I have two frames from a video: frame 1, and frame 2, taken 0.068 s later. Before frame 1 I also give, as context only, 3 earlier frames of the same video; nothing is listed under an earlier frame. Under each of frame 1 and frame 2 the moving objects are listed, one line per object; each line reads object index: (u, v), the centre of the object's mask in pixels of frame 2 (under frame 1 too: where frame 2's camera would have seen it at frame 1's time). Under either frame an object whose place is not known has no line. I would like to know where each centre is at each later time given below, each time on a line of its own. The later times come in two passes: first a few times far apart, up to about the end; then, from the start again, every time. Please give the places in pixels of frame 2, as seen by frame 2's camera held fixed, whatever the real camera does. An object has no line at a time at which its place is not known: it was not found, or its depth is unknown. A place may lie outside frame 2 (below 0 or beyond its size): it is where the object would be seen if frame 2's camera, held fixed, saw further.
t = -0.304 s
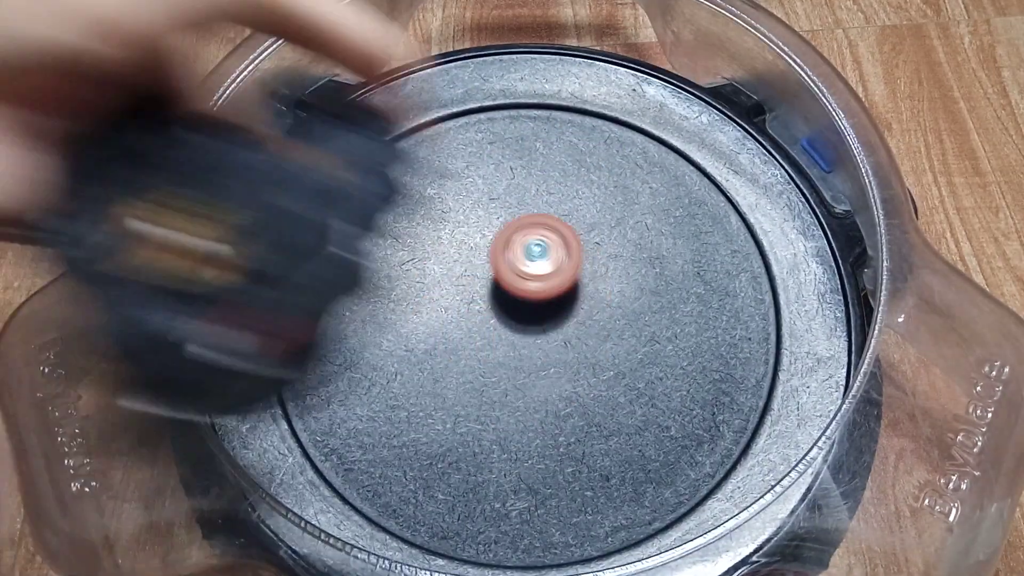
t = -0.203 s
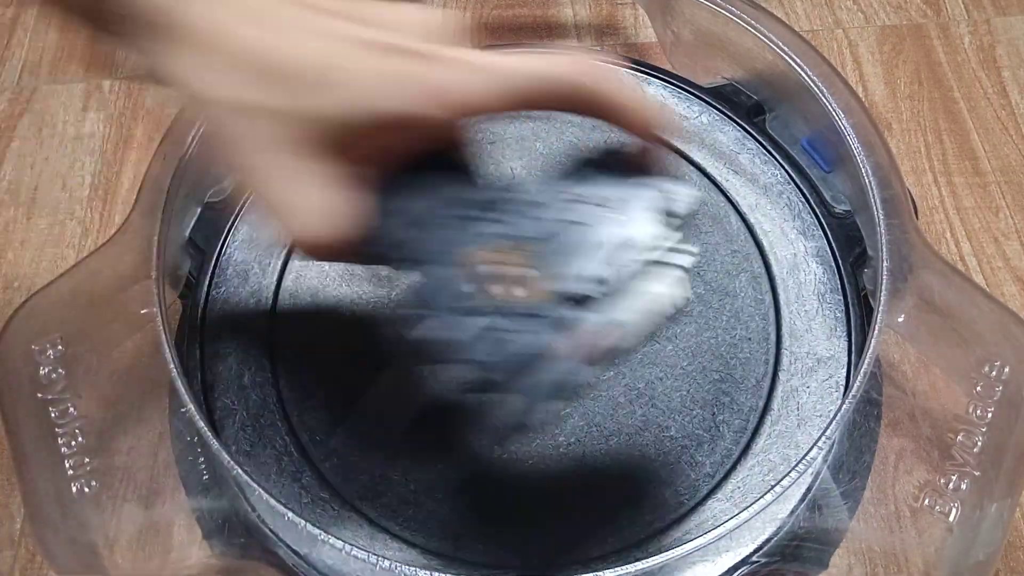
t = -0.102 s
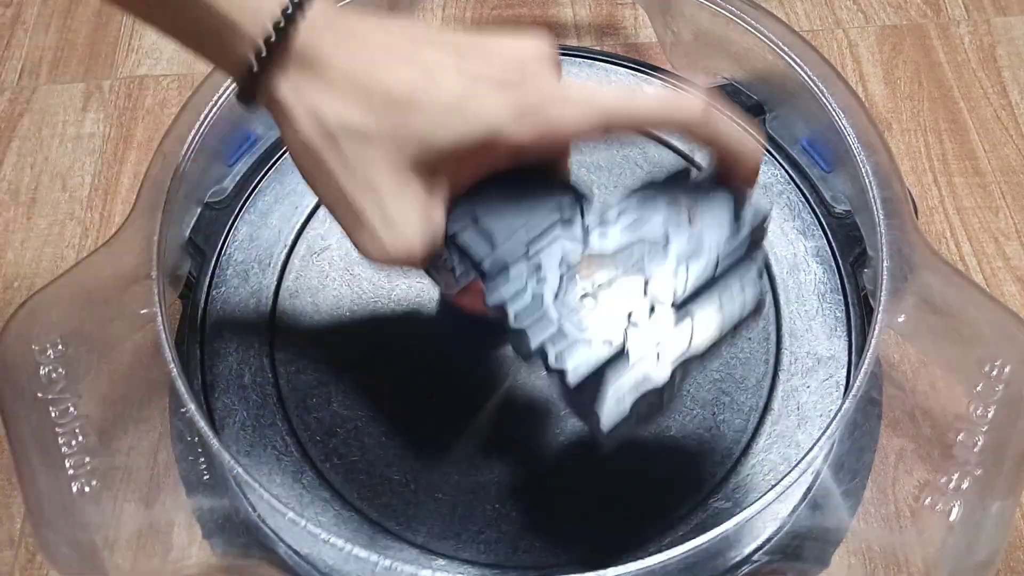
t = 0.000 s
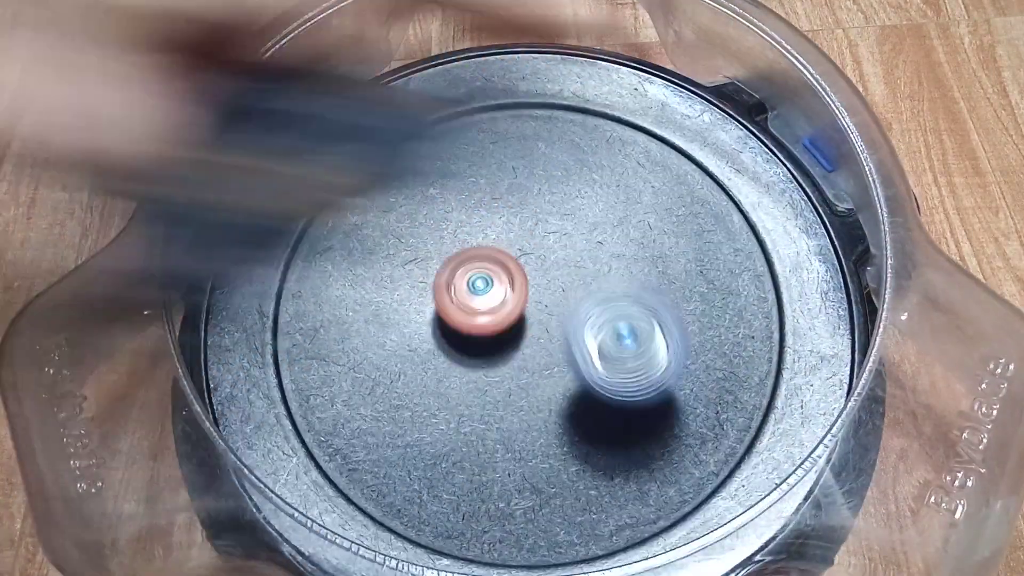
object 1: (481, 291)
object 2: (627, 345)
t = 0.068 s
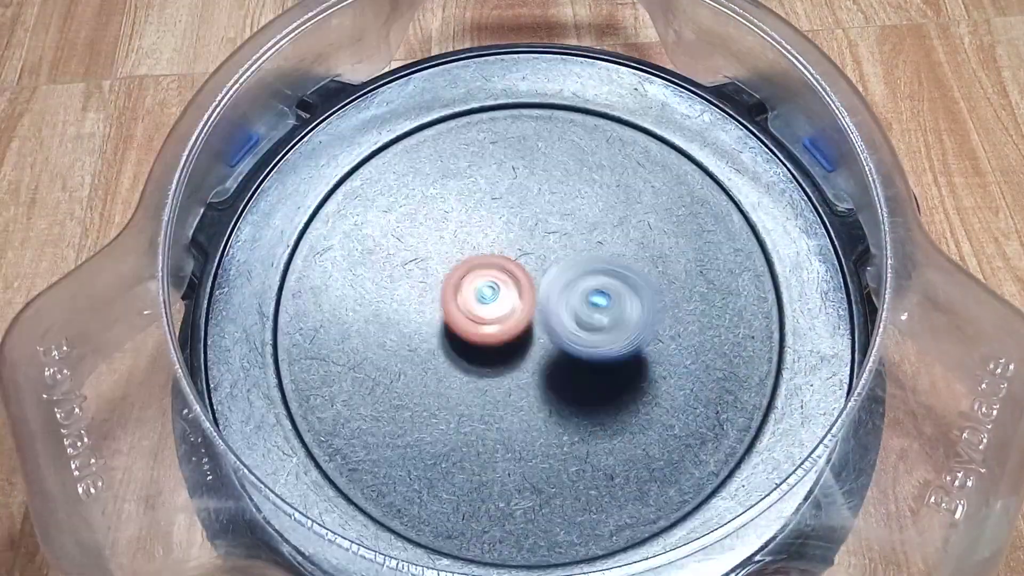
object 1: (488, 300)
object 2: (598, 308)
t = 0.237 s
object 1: (251, 269)
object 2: (780, 262)
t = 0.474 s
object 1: (341, 338)
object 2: (803, 283)
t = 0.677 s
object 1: (550, 355)
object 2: (694, 360)
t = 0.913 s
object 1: (406, 278)
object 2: (703, 405)
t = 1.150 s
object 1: (439, 285)
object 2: (571, 280)
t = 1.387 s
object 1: (531, 308)
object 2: (534, 139)
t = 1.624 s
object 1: (551, 300)
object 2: (577, 154)
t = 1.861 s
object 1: (483, 317)
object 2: (597, 222)
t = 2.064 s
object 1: (474, 334)
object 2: (534, 181)
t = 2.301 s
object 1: (539, 325)
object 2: (532, 163)
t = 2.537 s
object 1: (576, 292)
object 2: (477, 242)
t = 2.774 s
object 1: (556, 278)
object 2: (355, 243)
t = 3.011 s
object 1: (529, 277)
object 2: (434, 179)
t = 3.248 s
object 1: (693, 451)
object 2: (514, 238)
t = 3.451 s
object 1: (700, 410)
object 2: (451, 379)
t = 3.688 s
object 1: (554, 279)
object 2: (301, 308)
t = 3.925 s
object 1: (488, 296)
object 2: (452, 170)
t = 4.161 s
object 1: (488, 367)
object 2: (605, 275)
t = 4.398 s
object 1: (479, 357)
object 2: (547, 456)
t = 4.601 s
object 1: (471, 312)
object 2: (394, 415)
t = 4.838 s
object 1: (583, 219)
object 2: (390, 251)
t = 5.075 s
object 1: (640, 96)
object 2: (518, 286)
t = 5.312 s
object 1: (614, 136)
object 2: (474, 405)
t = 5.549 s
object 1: (517, 320)
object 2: (390, 397)
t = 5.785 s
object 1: (591, 395)
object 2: (458, 303)
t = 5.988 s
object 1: (688, 336)
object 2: (581, 298)
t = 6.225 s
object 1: (740, 269)
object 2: (608, 306)
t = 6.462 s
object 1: (624, 235)
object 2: (532, 328)
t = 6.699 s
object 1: (558, 276)
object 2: (426, 255)
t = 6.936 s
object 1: (504, 372)
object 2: (492, 200)
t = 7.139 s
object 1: (488, 417)
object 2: (552, 298)
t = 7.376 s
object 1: (390, 483)
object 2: (635, 286)
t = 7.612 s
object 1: (412, 369)
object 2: (652, 338)
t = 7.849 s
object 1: (434, 241)
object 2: (534, 294)
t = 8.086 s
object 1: (391, 136)
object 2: (534, 213)
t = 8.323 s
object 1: (466, 217)
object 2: (551, 264)
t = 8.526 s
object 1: (525, 244)
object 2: (571, 371)
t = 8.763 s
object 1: (650, 240)
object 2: (498, 444)
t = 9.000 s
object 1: (695, 224)
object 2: (466, 343)
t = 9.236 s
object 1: (615, 257)
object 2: (513, 245)
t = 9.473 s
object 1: (557, 382)
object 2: (501, 180)
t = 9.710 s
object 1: (485, 440)
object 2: (529, 233)
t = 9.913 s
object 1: (468, 409)
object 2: (489, 311)
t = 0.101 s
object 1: (488, 304)
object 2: (589, 306)
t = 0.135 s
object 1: (426, 296)
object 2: (648, 296)
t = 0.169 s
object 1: (353, 290)
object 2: (702, 286)
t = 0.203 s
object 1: (293, 281)
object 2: (749, 273)
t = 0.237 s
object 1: (251, 269)
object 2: (780, 262)
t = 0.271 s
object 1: (228, 265)
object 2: (798, 255)
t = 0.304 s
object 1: (222, 274)
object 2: (806, 258)
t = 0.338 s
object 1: (235, 285)
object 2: (811, 258)
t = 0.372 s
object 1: (253, 297)
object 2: (816, 262)
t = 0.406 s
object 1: (278, 311)
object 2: (814, 270)
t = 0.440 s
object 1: (308, 325)
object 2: (810, 277)
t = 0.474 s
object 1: (341, 338)
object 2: (803, 283)
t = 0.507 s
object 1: (377, 349)
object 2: (795, 292)
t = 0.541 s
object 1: (413, 356)
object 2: (786, 304)
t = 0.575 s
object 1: (452, 361)
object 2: (773, 319)
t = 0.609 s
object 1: (487, 362)
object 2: (749, 332)
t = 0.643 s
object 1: (520, 360)
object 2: (724, 346)
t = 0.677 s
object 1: (550, 355)
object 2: (694, 360)
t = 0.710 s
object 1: (558, 347)
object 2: (687, 369)
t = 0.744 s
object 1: (523, 334)
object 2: (710, 376)
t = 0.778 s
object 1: (493, 321)
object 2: (720, 381)
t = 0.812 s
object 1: (467, 308)
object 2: (725, 387)
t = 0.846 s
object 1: (442, 296)
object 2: (724, 395)
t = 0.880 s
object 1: (421, 286)
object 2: (717, 401)
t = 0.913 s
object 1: (406, 278)
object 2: (703, 405)
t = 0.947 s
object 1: (396, 273)
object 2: (686, 405)
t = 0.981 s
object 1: (392, 269)
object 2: (664, 398)
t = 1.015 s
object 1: (394, 268)
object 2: (642, 386)
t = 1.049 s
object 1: (402, 270)
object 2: (621, 364)
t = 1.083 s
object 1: (413, 273)
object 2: (602, 338)
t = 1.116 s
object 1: (426, 278)
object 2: (586, 309)
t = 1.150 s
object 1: (439, 285)
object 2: (571, 280)
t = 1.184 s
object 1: (454, 291)
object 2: (560, 252)
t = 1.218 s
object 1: (470, 298)
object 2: (552, 225)
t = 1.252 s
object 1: (483, 303)
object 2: (545, 199)
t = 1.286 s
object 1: (497, 307)
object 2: (539, 178)
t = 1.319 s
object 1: (509, 309)
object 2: (536, 161)
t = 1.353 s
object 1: (520, 309)
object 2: (533, 149)
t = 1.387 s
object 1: (531, 308)
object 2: (534, 139)
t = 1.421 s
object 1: (540, 307)
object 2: (535, 132)
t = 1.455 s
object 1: (545, 305)
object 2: (538, 129)
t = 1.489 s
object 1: (549, 305)
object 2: (543, 129)
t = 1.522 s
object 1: (552, 306)
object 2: (549, 132)
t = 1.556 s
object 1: (553, 305)
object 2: (557, 138)
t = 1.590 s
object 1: (553, 303)
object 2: (567, 147)
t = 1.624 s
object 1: (551, 300)
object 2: (577, 154)
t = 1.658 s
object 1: (548, 297)
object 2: (587, 169)
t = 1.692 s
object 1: (543, 295)
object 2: (594, 183)
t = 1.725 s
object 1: (537, 295)
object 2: (597, 200)
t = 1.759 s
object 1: (529, 293)
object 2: (599, 213)
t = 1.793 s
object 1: (518, 295)
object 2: (600, 225)
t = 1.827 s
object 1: (499, 307)
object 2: (600, 224)
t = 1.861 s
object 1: (483, 317)
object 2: (597, 222)
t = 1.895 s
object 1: (471, 324)
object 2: (588, 217)
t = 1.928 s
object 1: (463, 329)
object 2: (576, 210)
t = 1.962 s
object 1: (459, 332)
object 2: (562, 202)
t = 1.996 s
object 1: (460, 334)
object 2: (550, 193)
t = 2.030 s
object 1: (466, 334)
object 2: (540, 185)
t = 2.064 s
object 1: (474, 334)
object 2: (534, 181)
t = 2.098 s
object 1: (484, 334)
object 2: (529, 173)
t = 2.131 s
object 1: (494, 334)
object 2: (528, 168)
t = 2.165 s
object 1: (504, 334)
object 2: (528, 164)
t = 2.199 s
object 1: (513, 333)
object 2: (529, 160)
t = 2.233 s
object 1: (522, 331)
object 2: (530, 158)
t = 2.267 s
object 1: (530, 328)
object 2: (532, 159)
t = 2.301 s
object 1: (539, 325)
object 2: (532, 163)
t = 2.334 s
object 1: (546, 321)
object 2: (531, 170)
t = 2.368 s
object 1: (552, 318)
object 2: (528, 179)
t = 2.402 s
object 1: (559, 313)
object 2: (522, 192)
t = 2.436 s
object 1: (564, 308)
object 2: (514, 205)
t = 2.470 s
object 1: (568, 303)
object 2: (503, 218)
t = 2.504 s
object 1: (572, 297)
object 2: (490, 232)
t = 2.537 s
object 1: (576, 292)
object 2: (477, 242)
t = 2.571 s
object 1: (578, 287)
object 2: (462, 252)
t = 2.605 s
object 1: (577, 283)
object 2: (444, 259)
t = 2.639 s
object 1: (574, 281)
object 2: (425, 263)
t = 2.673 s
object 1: (570, 279)
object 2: (404, 264)
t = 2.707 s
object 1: (565, 279)
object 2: (385, 261)
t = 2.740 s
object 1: (560, 278)
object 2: (368, 253)
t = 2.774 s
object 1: (556, 278)
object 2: (355, 243)
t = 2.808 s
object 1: (551, 278)
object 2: (345, 229)
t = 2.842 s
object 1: (546, 278)
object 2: (343, 214)
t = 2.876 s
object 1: (542, 278)
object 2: (347, 201)
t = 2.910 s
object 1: (538, 278)
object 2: (360, 188)
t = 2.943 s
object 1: (535, 278)
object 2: (380, 180)
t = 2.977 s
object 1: (532, 278)
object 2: (406, 178)
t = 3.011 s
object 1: (529, 277)
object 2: (434, 179)
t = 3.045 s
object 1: (528, 277)
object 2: (461, 194)
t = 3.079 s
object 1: (550, 304)
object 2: (475, 196)
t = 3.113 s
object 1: (586, 345)
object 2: (476, 189)
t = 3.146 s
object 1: (619, 381)
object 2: (483, 189)
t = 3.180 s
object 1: (649, 411)
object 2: (493, 198)
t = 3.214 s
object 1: (674, 435)
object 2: (504, 217)
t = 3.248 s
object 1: (693, 451)
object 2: (514, 238)
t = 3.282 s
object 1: (708, 459)
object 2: (517, 262)
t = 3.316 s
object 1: (719, 459)
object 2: (516, 289)
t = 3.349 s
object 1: (724, 452)
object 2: (508, 315)
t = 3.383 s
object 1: (721, 441)
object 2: (492, 341)
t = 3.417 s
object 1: (712, 427)
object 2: (474, 363)
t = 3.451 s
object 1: (700, 410)
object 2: (451, 379)
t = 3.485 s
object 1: (684, 392)
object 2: (425, 390)
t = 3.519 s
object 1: (665, 372)
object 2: (397, 393)
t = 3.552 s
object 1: (645, 352)
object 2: (369, 391)
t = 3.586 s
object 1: (623, 332)
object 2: (341, 379)
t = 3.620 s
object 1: (600, 313)
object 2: (321, 361)
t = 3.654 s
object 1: (576, 296)
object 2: (306, 338)
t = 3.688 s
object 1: (554, 279)
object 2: (301, 308)
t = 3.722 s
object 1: (534, 266)
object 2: (310, 276)
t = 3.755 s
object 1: (515, 257)
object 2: (329, 250)
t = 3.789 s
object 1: (496, 252)
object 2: (358, 231)
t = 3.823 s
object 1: (480, 253)
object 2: (389, 213)
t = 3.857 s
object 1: (482, 264)
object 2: (407, 193)
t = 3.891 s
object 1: (486, 279)
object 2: (429, 178)
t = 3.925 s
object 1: (488, 296)
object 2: (452, 170)
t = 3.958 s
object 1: (489, 309)
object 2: (483, 170)
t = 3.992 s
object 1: (489, 322)
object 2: (512, 179)
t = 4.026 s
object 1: (490, 335)
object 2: (537, 192)
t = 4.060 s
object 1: (491, 345)
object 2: (561, 208)
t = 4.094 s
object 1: (490, 354)
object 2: (581, 228)
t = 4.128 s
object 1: (488, 362)
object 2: (596, 252)
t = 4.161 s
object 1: (488, 367)
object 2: (605, 275)
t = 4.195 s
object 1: (488, 371)
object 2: (612, 303)
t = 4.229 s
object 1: (488, 373)
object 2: (615, 333)
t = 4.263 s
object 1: (488, 373)
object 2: (611, 367)
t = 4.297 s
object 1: (489, 372)
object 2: (600, 397)
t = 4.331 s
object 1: (485, 369)
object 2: (588, 421)
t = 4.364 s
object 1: (482, 364)
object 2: (569, 440)
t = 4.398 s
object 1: (479, 357)
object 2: (547, 456)
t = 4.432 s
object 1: (476, 351)
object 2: (521, 467)
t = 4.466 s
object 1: (473, 344)
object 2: (491, 471)
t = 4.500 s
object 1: (471, 336)
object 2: (460, 467)
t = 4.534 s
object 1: (470, 328)
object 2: (433, 456)
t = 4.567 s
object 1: (470, 320)
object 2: (408, 437)
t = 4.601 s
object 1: (471, 312)
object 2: (394, 415)
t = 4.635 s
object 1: (474, 304)
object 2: (386, 389)
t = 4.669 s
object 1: (477, 296)
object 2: (384, 362)
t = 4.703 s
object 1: (484, 289)
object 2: (383, 335)
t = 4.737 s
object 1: (515, 271)
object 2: (372, 317)
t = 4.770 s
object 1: (542, 254)
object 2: (369, 296)
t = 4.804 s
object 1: (565, 236)
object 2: (376, 273)
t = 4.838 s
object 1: (583, 219)
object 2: (390, 251)
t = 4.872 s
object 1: (596, 203)
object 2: (411, 232)
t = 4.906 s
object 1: (606, 188)
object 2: (440, 217)
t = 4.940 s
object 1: (611, 175)
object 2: (468, 207)
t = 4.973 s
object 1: (612, 163)
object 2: (495, 204)
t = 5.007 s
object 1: (609, 155)
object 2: (519, 207)
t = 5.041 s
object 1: (623, 129)
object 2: (520, 245)
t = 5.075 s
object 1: (640, 96)
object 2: (518, 286)
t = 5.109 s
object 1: (642, 84)
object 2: (516, 316)
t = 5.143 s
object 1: (642, 87)
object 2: (513, 342)
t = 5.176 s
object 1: (641, 90)
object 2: (509, 362)
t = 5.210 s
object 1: (638, 96)
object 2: (502, 379)
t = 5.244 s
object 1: (632, 102)
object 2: (495, 389)
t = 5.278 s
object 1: (623, 120)
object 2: (485, 397)
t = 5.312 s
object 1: (614, 136)
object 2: (474, 405)
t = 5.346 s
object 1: (601, 159)
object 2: (458, 413)
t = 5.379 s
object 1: (588, 183)
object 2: (441, 419)
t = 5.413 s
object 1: (573, 211)
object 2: (427, 421)
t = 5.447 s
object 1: (558, 238)
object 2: (412, 422)
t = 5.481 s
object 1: (543, 266)
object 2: (402, 419)
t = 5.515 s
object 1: (529, 293)
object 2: (394, 409)
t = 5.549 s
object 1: (517, 320)
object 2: (390, 397)
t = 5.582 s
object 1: (507, 344)
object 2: (392, 381)
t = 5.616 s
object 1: (511, 361)
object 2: (393, 366)
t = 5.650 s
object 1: (523, 373)
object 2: (394, 352)
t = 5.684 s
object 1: (537, 384)
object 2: (400, 338)
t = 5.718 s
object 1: (554, 391)
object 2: (414, 324)
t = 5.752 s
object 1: (572, 394)
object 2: (434, 312)
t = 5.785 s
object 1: (591, 395)
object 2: (458, 303)
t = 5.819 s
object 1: (612, 391)
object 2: (481, 297)
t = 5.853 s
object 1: (631, 385)
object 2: (503, 294)
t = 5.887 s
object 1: (648, 377)
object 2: (527, 292)
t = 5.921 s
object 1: (665, 365)
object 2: (547, 293)
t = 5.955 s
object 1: (678, 352)
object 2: (564, 294)
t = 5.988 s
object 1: (688, 336)
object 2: (581, 298)
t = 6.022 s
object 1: (704, 325)
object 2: (584, 299)
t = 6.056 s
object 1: (728, 313)
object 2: (583, 299)
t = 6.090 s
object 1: (746, 302)
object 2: (583, 299)
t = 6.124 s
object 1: (764, 291)
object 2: (586, 301)
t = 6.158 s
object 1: (771, 281)
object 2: (592, 301)
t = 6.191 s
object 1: (757, 275)
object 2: (600, 303)
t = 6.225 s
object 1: (740, 269)
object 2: (608, 306)
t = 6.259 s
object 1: (722, 265)
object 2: (616, 311)
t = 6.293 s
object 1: (706, 258)
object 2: (612, 321)
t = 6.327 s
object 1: (694, 248)
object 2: (600, 330)
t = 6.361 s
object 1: (678, 241)
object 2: (586, 336)
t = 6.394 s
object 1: (662, 236)
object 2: (567, 339)
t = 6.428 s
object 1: (643, 235)
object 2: (550, 336)
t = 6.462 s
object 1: (624, 235)
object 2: (532, 328)
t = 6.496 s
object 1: (603, 238)
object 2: (517, 319)
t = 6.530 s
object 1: (585, 242)
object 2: (503, 308)
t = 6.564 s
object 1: (581, 241)
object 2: (478, 301)
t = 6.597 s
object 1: (578, 245)
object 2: (458, 292)
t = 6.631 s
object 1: (572, 253)
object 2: (443, 280)
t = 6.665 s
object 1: (565, 264)
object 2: (432, 267)
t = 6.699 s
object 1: (558, 276)
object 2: (426, 255)
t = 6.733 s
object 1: (550, 289)
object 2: (423, 241)
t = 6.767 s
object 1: (541, 301)
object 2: (424, 227)
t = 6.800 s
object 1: (532, 316)
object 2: (429, 213)
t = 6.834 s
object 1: (524, 331)
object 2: (439, 202)
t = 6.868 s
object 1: (517, 346)
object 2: (453, 196)
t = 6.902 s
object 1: (510, 360)
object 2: (472, 197)
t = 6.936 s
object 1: (504, 372)
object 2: (492, 200)
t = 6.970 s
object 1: (499, 383)
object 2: (509, 209)
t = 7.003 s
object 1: (495, 392)
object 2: (524, 224)
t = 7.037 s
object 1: (492, 401)
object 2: (536, 241)
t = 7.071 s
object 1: (490, 408)
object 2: (546, 259)
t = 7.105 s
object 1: (488, 414)
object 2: (550, 277)
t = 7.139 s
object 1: (488, 417)
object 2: (552, 298)
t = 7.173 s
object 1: (489, 419)
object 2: (551, 317)
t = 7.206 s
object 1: (486, 424)
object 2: (549, 328)
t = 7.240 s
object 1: (454, 453)
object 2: (567, 318)
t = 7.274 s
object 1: (423, 484)
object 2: (586, 301)
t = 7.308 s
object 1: (400, 500)
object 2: (605, 291)
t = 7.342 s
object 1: (392, 495)
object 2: (621, 287)
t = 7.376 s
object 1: (390, 483)
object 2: (635, 286)
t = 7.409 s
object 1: (390, 471)
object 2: (646, 288)
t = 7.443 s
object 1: (391, 455)
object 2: (657, 292)
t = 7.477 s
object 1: (394, 438)
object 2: (667, 299)
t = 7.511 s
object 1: (398, 421)
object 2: (674, 310)
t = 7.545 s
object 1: (404, 404)
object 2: (673, 321)
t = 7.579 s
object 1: (408, 387)
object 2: (666, 331)
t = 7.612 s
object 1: (412, 369)
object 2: (652, 338)
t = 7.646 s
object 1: (416, 350)
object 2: (636, 342)
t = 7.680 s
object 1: (420, 331)
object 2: (616, 340)
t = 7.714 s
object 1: (423, 313)
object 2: (596, 336)
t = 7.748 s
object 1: (425, 294)
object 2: (579, 327)
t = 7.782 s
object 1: (428, 274)
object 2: (561, 318)
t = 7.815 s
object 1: (431, 259)
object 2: (547, 306)
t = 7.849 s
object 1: (434, 241)
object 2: (534, 294)
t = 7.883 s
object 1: (437, 227)
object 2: (522, 282)
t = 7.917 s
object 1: (431, 208)
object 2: (521, 273)
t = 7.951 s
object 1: (421, 190)
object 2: (519, 264)
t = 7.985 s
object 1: (404, 159)
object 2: (517, 238)
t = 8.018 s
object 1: (397, 147)
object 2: (520, 228)
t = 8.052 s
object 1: (392, 139)
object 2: (526, 219)
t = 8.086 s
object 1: (391, 136)
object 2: (534, 213)
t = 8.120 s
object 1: (394, 142)
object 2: (543, 211)
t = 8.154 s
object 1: (400, 149)
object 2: (549, 213)
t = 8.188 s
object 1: (409, 160)
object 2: (554, 218)
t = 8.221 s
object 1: (421, 174)
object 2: (559, 225)
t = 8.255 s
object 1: (433, 187)
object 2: (560, 238)
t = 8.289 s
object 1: (449, 201)
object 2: (558, 251)
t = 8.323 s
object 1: (466, 217)
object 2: (551, 264)
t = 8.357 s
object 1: (475, 227)
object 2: (553, 279)
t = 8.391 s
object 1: (480, 232)
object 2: (561, 299)
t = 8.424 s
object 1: (487, 235)
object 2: (568, 318)
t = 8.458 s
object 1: (497, 239)
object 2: (571, 340)
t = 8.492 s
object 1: (510, 241)
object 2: (571, 355)
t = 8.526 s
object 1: (525, 244)
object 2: (571, 371)
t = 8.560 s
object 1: (541, 244)
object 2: (569, 387)
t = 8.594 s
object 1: (557, 246)
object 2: (564, 402)
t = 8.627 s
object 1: (577, 245)
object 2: (556, 417)
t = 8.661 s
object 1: (595, 245)
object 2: (546, 429)
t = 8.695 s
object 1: (613, 244)
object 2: (531, 439)
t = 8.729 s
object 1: (631, 243)
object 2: (514, 445)
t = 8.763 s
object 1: (650, 240)
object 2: (498, 444)
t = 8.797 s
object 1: (665, 237)
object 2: (484, 437)
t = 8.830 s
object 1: (679, 234)
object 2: (472, 426)
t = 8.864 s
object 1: (692, 230)
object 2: (463, 412)
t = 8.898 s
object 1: (702, 227)
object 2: (459, 396)
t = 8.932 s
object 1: (705, 225)
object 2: (459, 377)
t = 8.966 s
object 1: (703, 224)
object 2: (461, 360)
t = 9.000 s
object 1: (695, 224)
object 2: (466, 343)
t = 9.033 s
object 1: (684, 223)
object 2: (472, 326)
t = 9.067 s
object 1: (671, 224)
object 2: (480, 310)
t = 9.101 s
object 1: (656, 226)
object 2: (489, 295)
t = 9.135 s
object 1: (641, 228)
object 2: (499, 282)
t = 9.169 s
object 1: (627, 234)
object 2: (510, 269)
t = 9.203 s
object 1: (615, 242)
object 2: (519, 255)
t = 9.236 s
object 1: (615, 257)
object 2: (513, 245)
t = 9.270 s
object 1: (612, 274)
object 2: (505, 237)
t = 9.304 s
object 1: (607, 294)
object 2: (499, 228)
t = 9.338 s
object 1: (599, 313)
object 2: (496, 220)
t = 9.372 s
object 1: (591, 330)
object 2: (494, 209)
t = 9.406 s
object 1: (581, 347)
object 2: (494, 198)
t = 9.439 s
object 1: (569, 365)
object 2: (497, 188)
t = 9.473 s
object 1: (557, 382)
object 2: (501, 180)
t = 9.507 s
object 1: (545, 397)
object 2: (508, 178)
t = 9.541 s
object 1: (534, 409)
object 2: (515, 178)
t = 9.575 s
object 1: (523, 420)
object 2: (522, 181)
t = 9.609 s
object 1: (511, 428)
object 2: (528, 189)
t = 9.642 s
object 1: (501, 434)
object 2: (532, 203)
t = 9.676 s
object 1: (492, 439)
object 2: (532, 219)
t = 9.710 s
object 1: (485, 440)
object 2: (529, 233)
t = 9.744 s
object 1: (479, 439)
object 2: (525, 247)
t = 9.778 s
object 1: (475, 435)
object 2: (519, 261)
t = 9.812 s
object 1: (472, 429)
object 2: (512, 276)
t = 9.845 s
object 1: (470, 422)
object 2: (506, 288)
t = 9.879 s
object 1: (469, 413)
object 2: (497, 301)
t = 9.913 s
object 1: (468, 409)
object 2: (489, 311)
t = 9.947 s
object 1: (459, 419)
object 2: (486, 305)
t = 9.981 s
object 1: (453, 427)
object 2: (485, 297)
